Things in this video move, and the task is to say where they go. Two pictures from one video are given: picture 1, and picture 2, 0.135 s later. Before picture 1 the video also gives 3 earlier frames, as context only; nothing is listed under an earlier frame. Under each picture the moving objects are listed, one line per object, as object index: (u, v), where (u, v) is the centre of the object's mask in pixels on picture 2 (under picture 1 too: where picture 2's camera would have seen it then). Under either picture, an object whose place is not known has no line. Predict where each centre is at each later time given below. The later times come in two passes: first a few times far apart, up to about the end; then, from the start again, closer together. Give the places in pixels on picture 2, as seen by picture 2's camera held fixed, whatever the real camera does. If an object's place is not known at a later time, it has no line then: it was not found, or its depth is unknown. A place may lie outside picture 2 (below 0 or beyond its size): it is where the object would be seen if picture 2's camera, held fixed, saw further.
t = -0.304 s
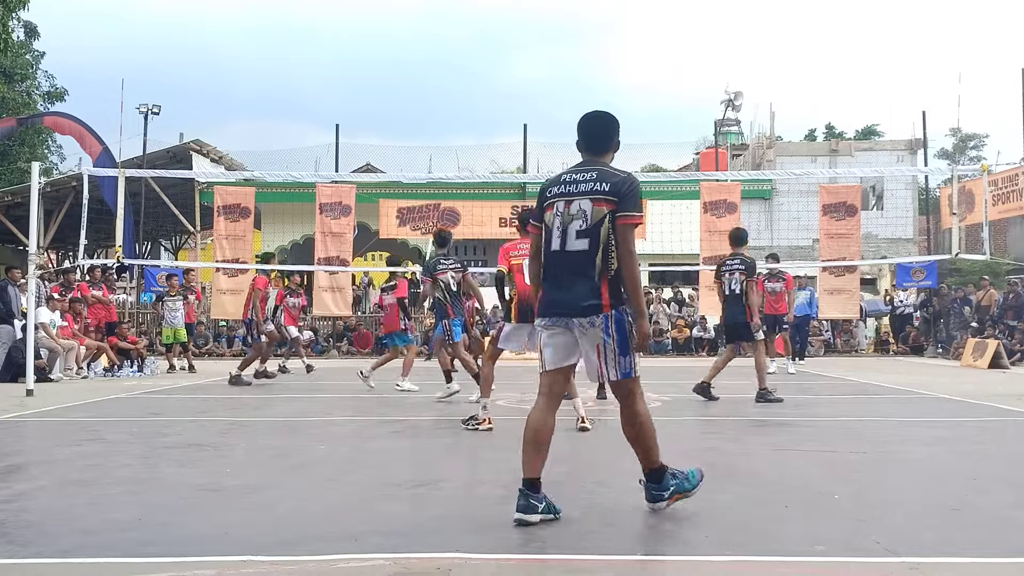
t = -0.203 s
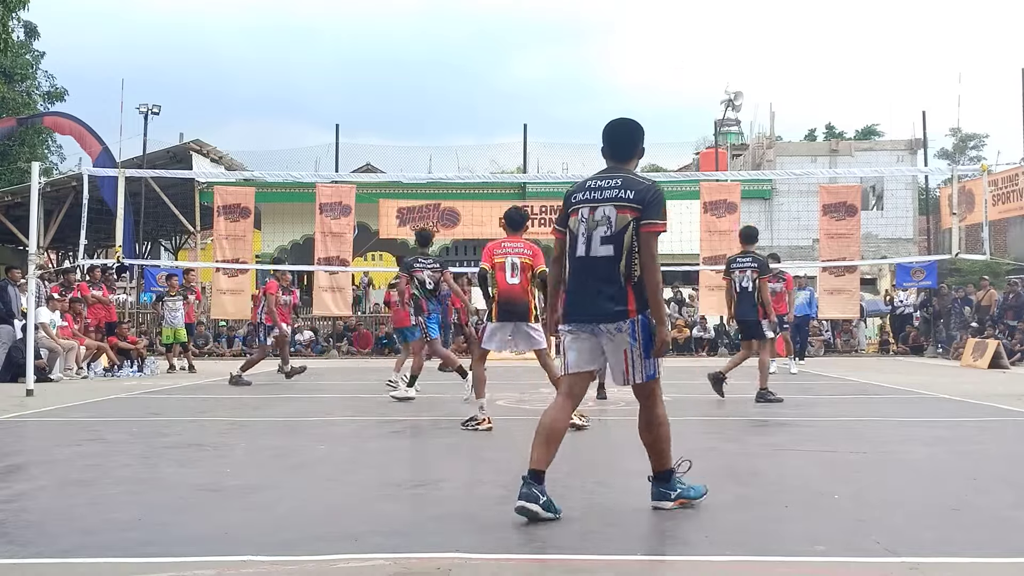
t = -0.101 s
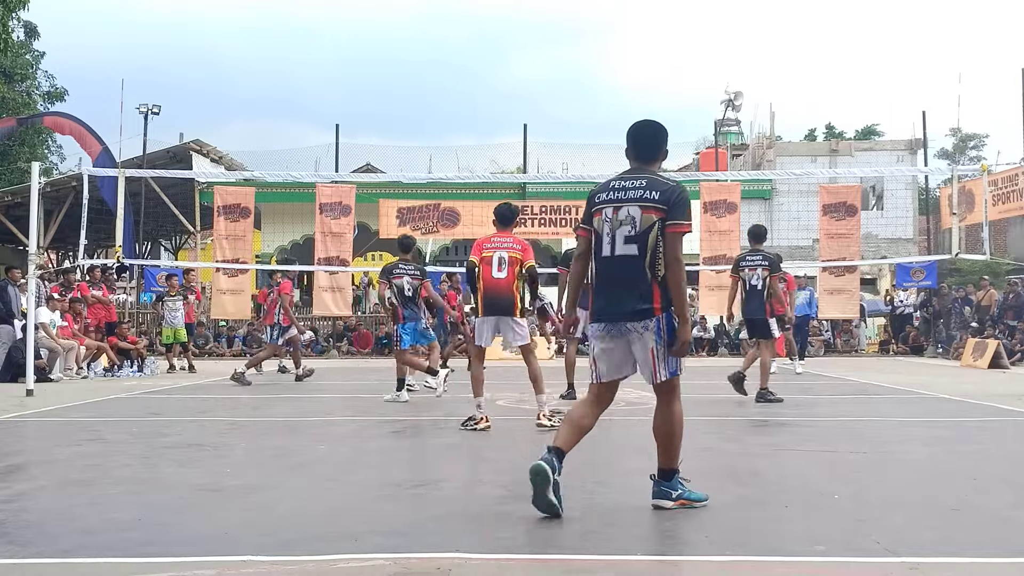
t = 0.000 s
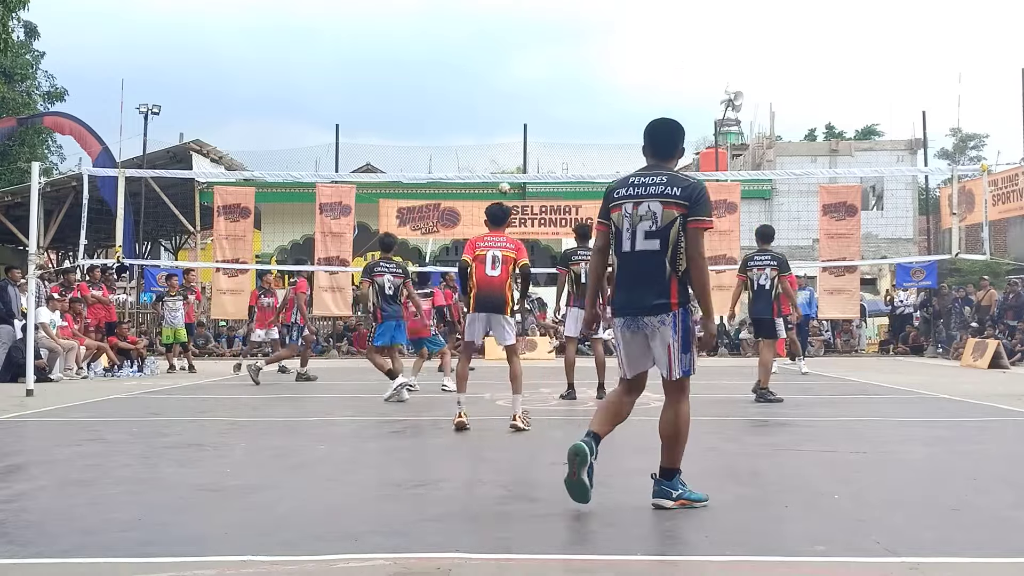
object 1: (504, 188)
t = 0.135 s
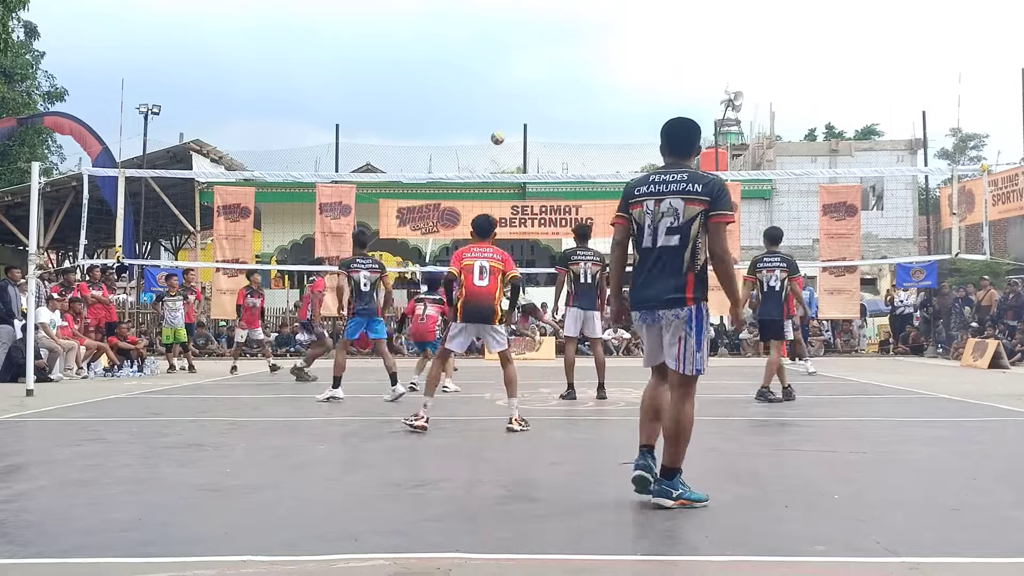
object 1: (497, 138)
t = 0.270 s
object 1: (491, 97)
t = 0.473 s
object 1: (481, 56)
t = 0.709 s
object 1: (468, 42)
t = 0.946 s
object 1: (455, 71)
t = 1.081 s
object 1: (448, 107)
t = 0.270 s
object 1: (491, 97)
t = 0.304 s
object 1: (489, 89)
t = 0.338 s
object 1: (487, 81)
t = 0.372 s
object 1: (486, 74)
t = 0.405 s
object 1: (484, 68)
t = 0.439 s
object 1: (483, 61)
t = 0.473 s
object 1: (481, 56)
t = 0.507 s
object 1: (479, 52)
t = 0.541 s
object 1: (477, 49)
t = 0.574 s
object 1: (475, 45)
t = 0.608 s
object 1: (473, 43)
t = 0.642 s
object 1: (472, 43)
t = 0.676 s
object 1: (470, 43)
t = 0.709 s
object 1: (468, 42)
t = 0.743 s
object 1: (466, 43)
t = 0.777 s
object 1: (465, 46)
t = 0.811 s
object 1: (463, 49)
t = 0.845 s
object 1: (461, 53)
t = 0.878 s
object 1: (459, 58)
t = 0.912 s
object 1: (457, 64)
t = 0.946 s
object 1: (455, 71)
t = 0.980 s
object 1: (454, 78)
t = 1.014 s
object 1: (452, 87)
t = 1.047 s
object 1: (450, 97)
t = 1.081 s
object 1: (448, 107)
